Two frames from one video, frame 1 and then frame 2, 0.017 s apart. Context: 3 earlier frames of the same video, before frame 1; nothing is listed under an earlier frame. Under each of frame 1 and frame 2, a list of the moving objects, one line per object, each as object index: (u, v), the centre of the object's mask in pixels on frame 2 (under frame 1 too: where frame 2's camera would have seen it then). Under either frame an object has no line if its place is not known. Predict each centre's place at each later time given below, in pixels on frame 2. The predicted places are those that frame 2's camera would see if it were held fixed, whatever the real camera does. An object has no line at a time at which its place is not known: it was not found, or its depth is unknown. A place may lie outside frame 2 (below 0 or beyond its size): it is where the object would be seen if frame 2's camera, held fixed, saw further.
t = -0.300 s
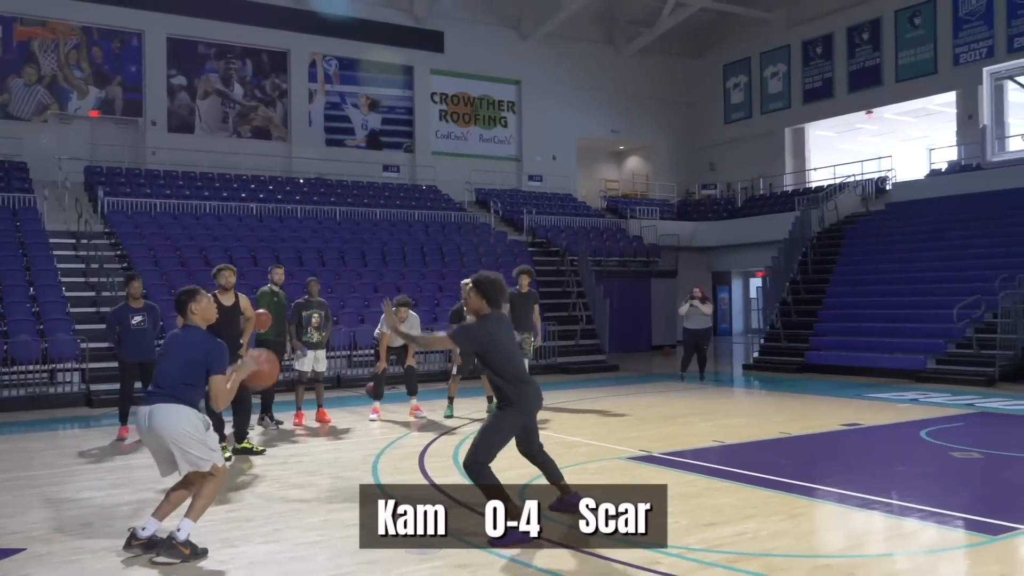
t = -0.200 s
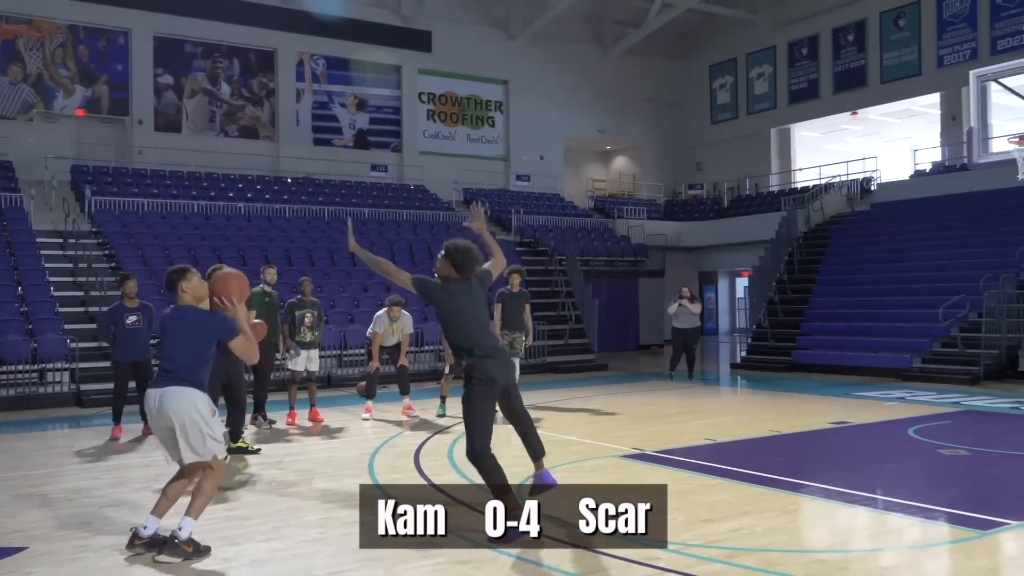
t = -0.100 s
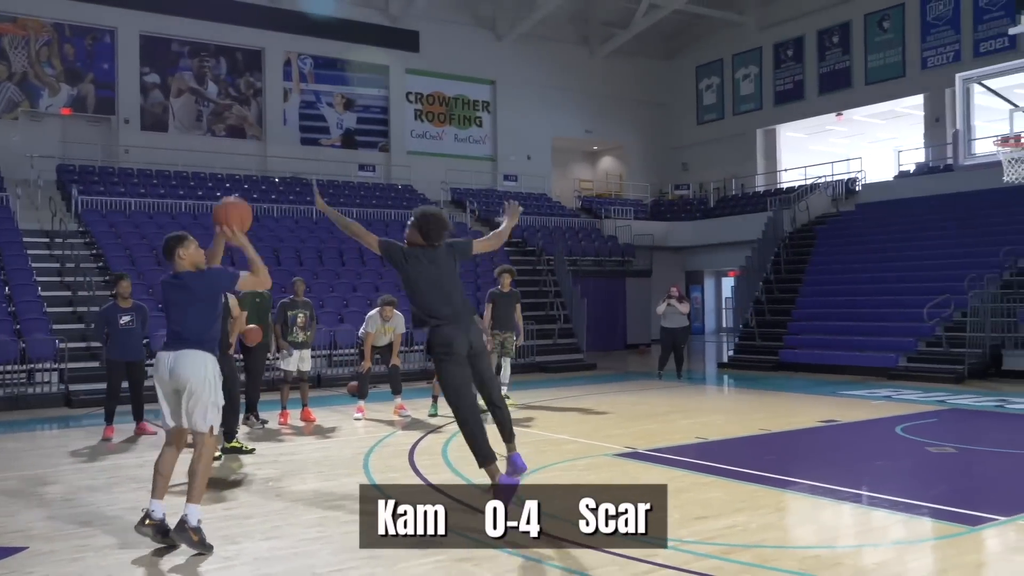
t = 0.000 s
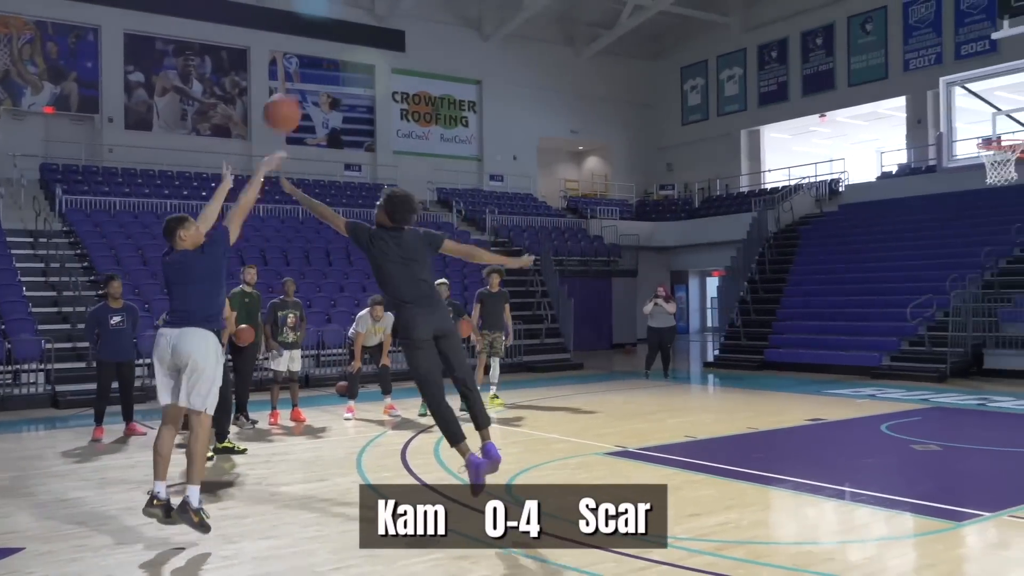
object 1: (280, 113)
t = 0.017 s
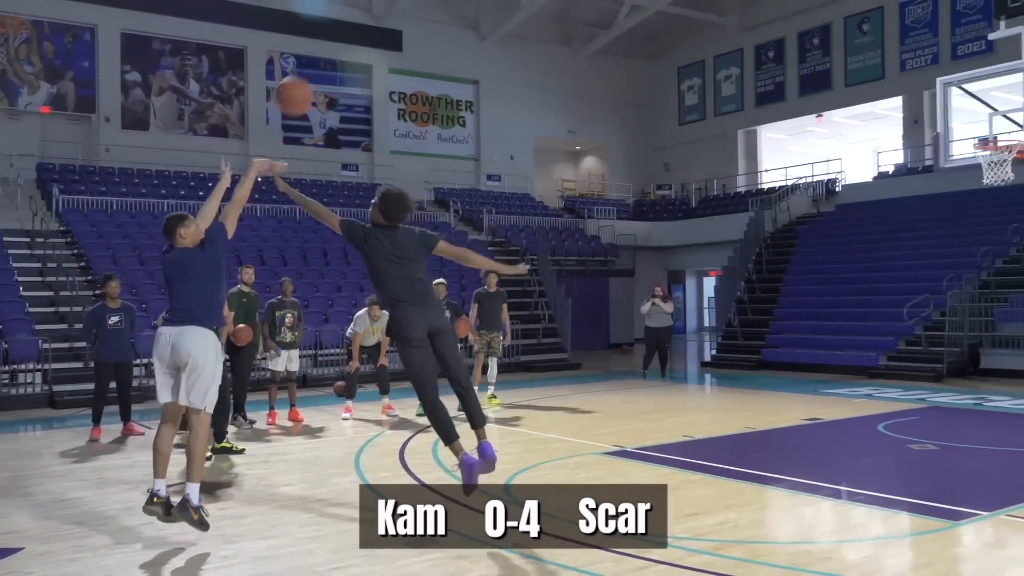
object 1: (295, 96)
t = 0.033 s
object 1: (309, 78)
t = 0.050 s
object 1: (323, 63)
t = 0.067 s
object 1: (338, 47)
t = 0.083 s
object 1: (352, 32)
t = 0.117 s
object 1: (379, 10)
